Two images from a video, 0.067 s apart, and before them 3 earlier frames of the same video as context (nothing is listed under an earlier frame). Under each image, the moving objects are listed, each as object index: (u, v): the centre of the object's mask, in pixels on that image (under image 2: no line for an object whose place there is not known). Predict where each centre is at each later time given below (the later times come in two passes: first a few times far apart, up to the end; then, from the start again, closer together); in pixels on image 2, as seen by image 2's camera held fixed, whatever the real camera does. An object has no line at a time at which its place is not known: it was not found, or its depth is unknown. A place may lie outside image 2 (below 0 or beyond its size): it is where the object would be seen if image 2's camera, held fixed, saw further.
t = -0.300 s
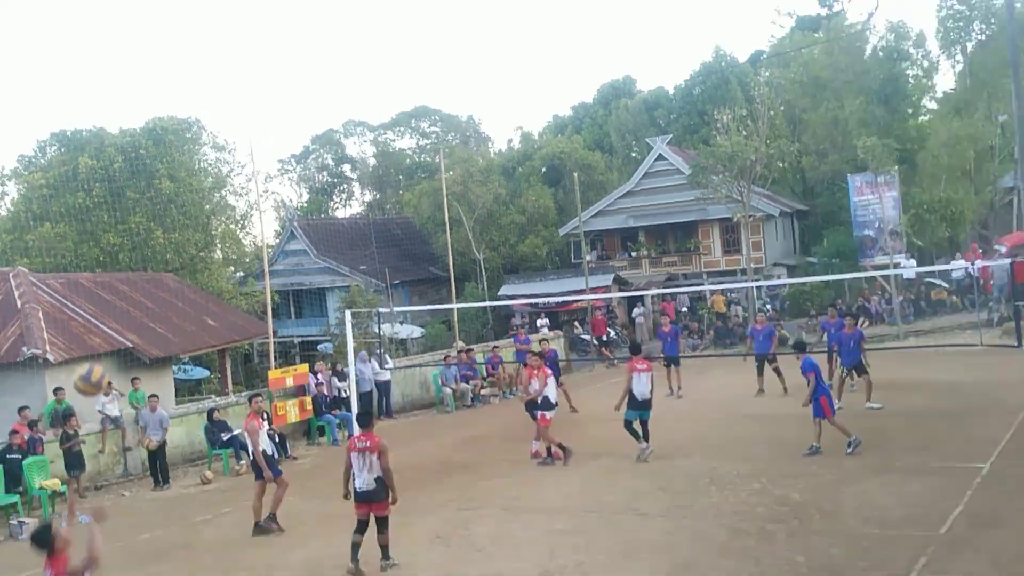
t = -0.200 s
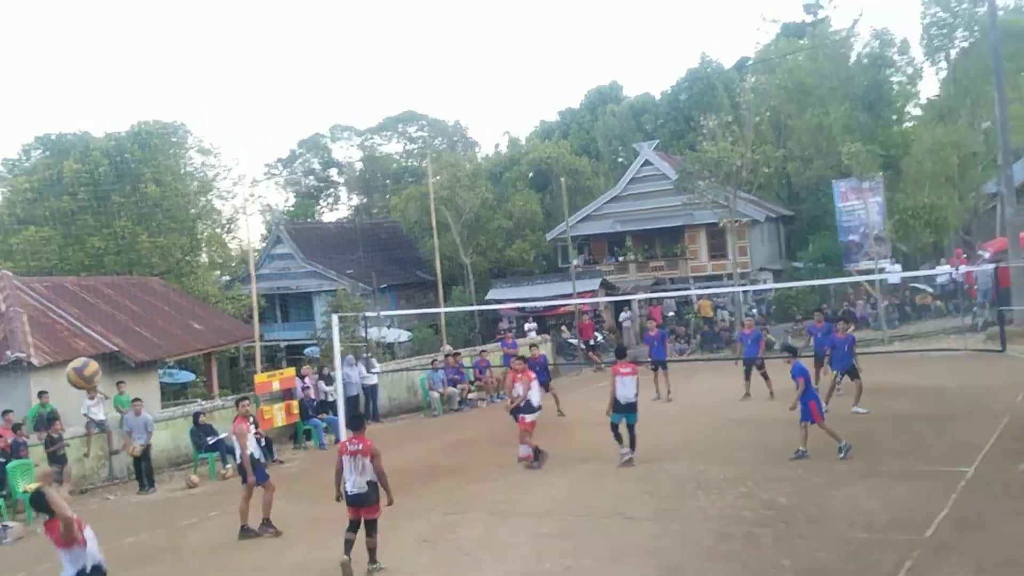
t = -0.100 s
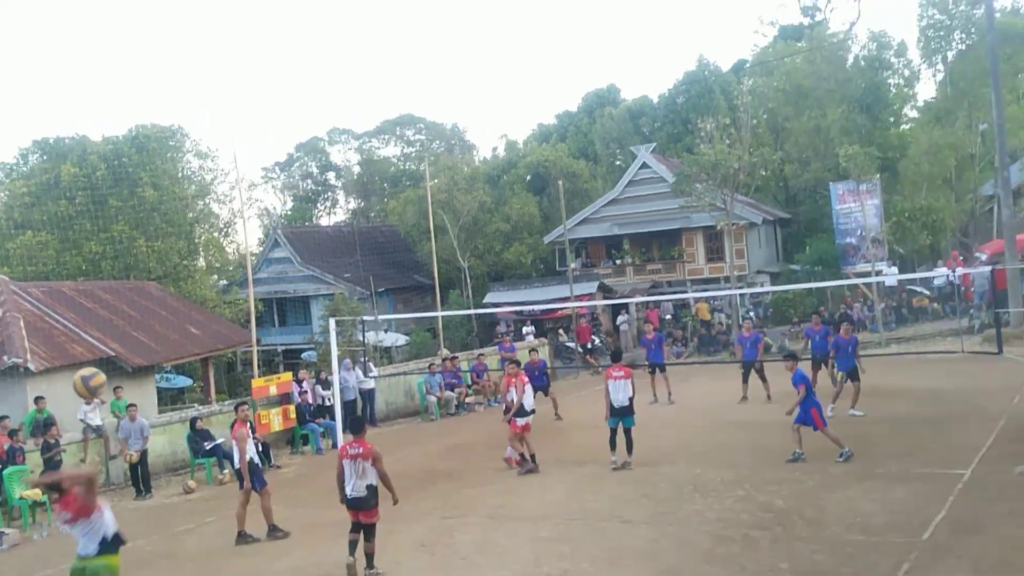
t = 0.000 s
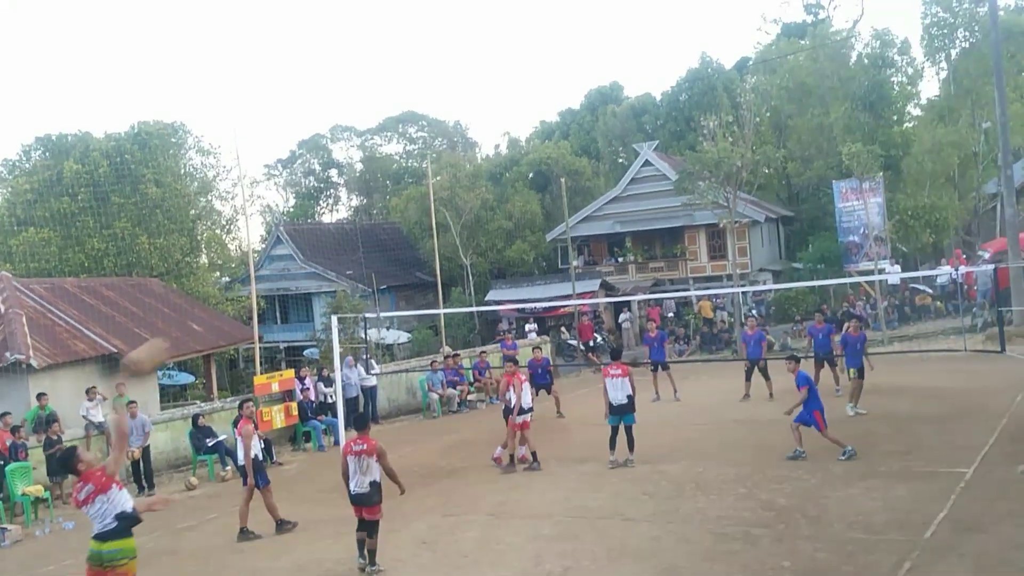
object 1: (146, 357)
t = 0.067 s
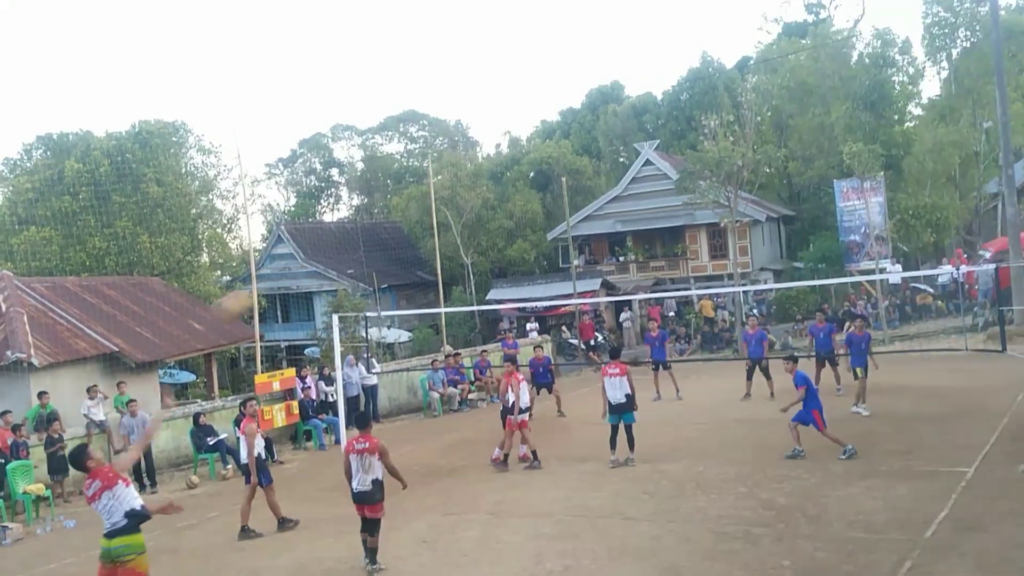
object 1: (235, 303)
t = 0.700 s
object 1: (628, 237)
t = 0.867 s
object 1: (679, 267)
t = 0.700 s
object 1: (628, 237)
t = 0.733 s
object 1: (638, 242)
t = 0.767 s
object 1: (649, 247)
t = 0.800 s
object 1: (660, 253)
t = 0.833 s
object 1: (669, 259)
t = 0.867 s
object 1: (679, 267)
